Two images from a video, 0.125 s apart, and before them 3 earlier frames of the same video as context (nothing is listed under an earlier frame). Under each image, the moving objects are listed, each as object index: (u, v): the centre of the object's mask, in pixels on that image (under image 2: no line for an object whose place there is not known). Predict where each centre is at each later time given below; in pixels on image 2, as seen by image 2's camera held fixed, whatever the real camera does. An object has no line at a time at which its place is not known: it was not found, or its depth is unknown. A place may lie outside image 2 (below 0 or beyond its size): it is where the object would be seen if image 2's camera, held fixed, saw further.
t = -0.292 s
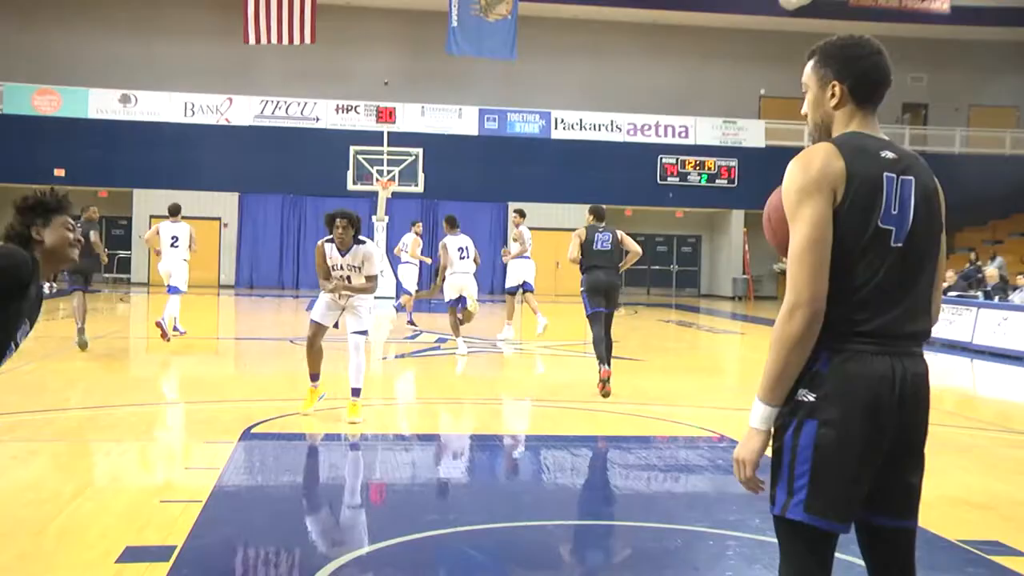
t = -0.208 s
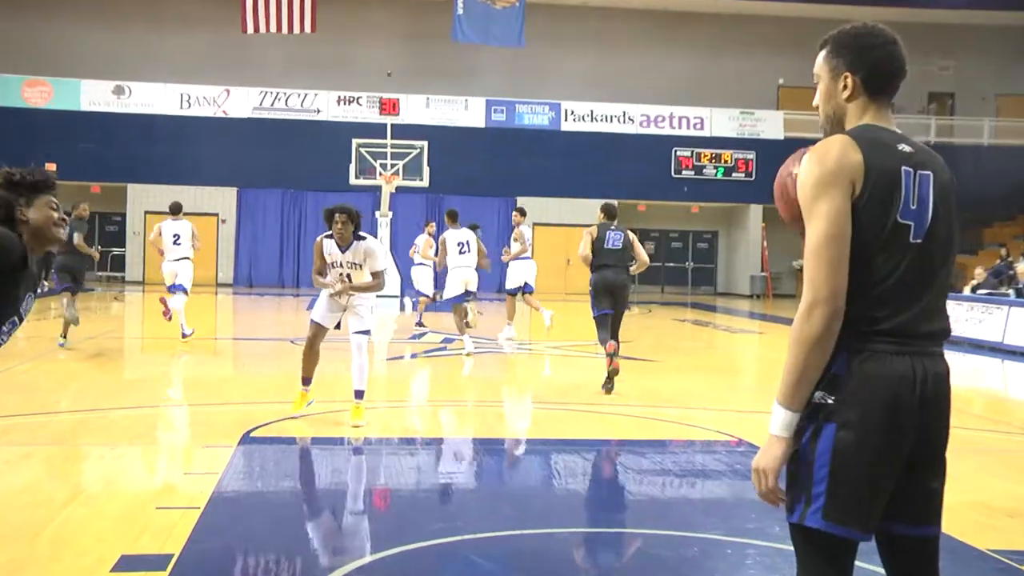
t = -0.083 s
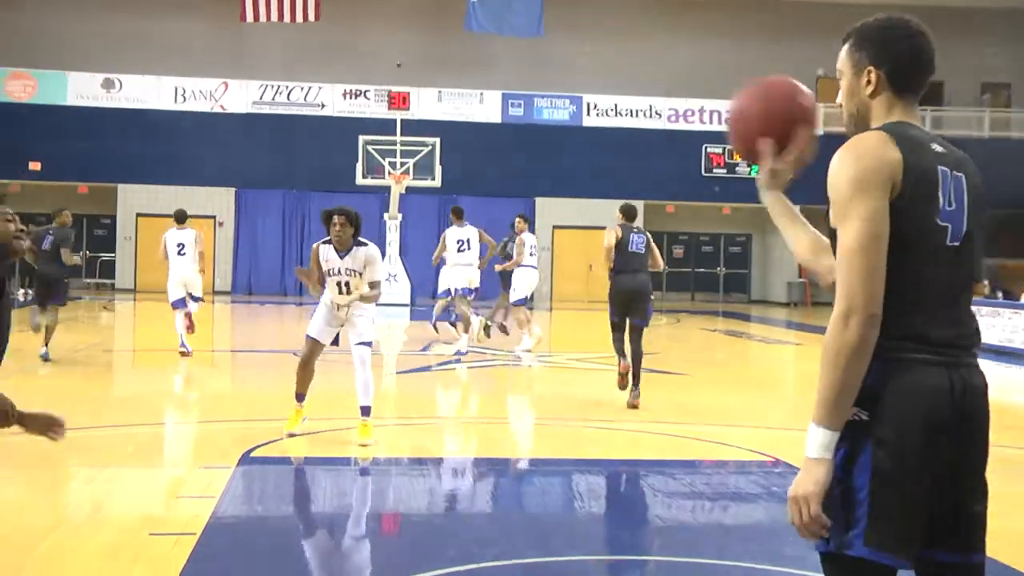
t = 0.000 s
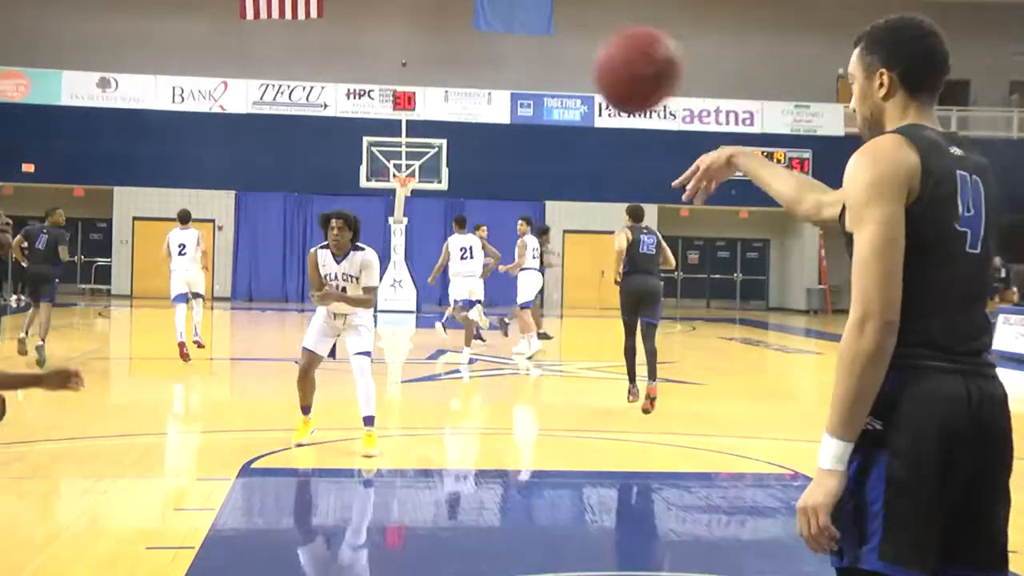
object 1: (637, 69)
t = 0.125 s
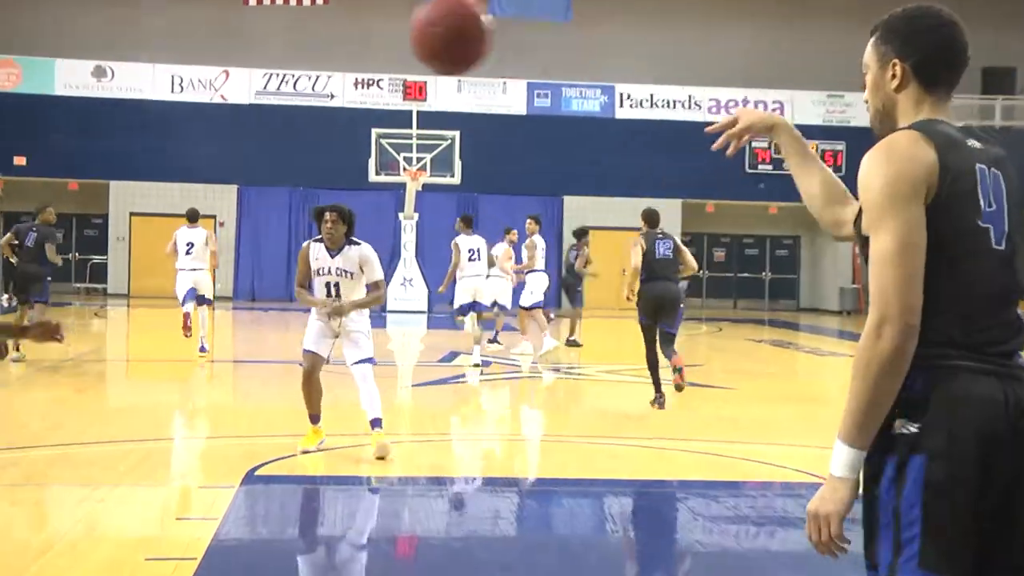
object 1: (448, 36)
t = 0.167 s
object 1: (392, 41)
